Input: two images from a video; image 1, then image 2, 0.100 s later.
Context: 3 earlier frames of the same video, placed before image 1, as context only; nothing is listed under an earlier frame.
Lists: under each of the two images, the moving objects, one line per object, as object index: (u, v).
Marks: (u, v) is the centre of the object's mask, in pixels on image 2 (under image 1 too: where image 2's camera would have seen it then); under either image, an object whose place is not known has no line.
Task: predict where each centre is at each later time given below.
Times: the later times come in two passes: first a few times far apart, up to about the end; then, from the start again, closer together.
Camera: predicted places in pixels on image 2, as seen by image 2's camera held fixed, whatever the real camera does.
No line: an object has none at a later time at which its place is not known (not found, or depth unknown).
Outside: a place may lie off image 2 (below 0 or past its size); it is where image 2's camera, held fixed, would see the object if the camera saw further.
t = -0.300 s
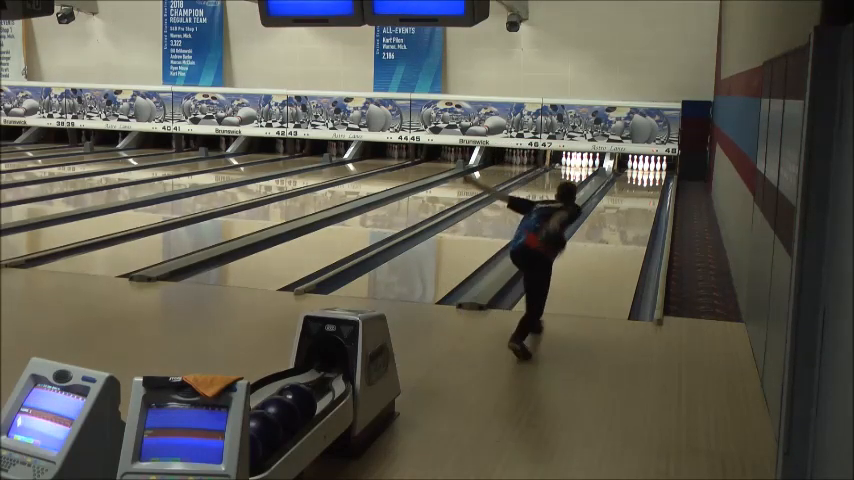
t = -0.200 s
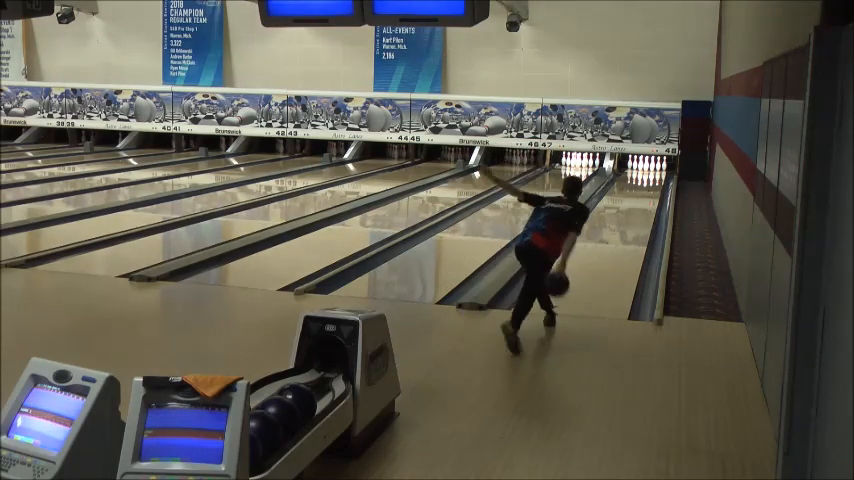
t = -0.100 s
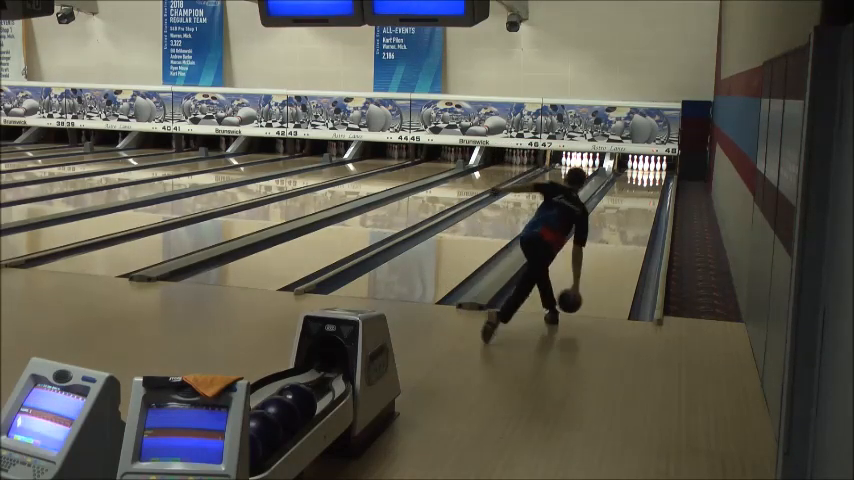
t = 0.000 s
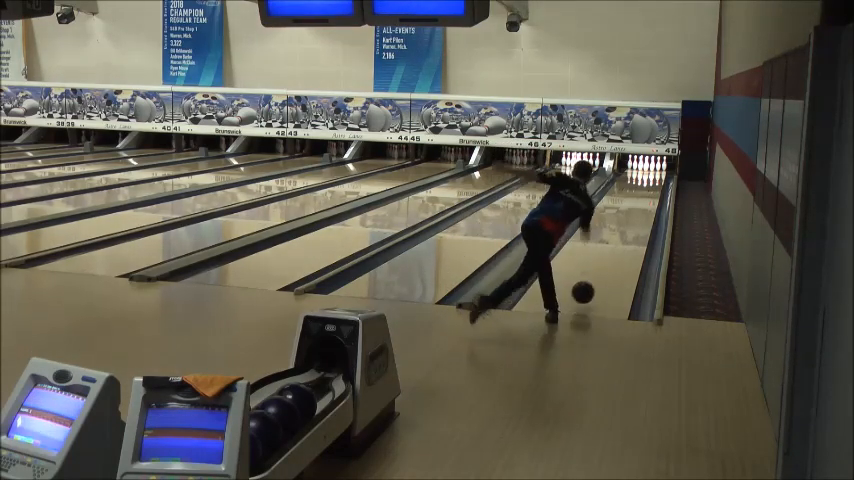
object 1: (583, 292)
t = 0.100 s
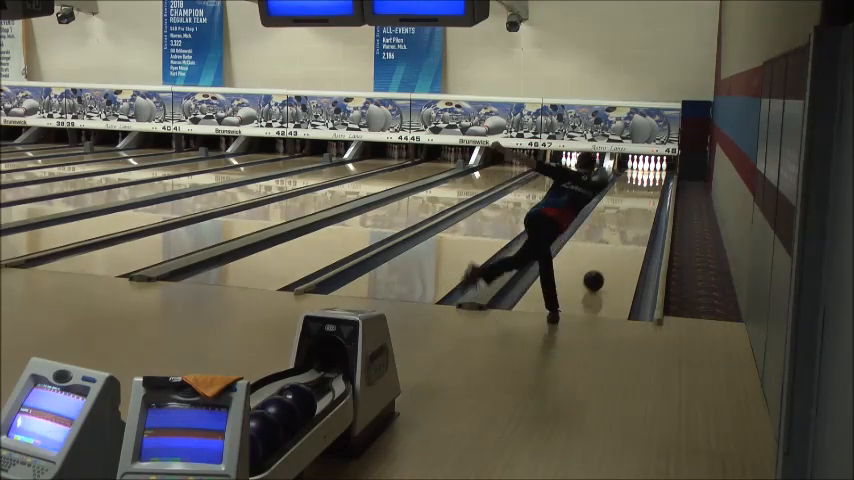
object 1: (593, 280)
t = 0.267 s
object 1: (608, 260)
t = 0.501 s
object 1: (623, 238)
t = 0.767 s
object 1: (635, 219)
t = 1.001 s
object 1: (643, 206)
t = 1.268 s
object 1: (649, 194)
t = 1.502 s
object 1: (653, 186)
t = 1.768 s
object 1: (654, 179)
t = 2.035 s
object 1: (652, 172)
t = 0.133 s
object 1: (596, 276)
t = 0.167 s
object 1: (599, 272)
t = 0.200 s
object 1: (602, 268)
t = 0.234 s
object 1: (605, 264)
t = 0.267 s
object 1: (608, 260)
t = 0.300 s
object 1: (610, 256)
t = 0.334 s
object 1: (613, 253)
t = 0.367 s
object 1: (615, 250)
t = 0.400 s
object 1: (617, 247)
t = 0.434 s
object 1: (619, 244)
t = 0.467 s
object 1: (621, 241)
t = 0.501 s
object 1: (623, 238)
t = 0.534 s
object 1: (624, 235)
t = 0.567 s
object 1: (626, 233)
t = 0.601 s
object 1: (628, 231)
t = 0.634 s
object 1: (629, 228)
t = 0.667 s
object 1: (631, 225)
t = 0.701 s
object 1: (632, 223)
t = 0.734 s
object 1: (634, 221)
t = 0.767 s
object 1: (635, 219)
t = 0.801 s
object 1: (636, 217)
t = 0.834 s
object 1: (638, 215)
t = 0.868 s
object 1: (639, 213)
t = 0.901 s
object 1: (640, 211)
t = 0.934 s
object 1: (641, 209)
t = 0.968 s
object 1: (642, 208)
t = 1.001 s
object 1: (643, 206)
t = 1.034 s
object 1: (644, 204)
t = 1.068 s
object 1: (645, 203)
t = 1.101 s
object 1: (646, 201)
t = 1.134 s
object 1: (647, 200)
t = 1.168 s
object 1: (647, 198)
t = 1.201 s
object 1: (648, 197)
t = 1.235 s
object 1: (649, 196)
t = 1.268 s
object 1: (649, 194)
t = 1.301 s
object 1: (650, 193)
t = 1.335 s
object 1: (650, 192)
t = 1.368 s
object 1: (651, 191)
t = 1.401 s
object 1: (651, 189)
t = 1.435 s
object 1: (652, 188)
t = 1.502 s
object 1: (653, 186)
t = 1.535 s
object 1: (653, 185)
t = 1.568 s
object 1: (653, 184)
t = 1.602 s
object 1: (653, 183)
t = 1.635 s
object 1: (654, 182)
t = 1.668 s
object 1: (654, 181)
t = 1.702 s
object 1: (654, 180)
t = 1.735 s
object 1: (654, 180)
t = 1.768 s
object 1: (654, 179)
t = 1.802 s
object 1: (654, 178)
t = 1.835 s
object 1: (654, 177)
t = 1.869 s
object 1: (654, 176)
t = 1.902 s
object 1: (654, 175)
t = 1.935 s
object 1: (653, 175)
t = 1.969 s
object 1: (653, 174)
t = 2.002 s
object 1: (653, 173)
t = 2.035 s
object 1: (652, 172)
